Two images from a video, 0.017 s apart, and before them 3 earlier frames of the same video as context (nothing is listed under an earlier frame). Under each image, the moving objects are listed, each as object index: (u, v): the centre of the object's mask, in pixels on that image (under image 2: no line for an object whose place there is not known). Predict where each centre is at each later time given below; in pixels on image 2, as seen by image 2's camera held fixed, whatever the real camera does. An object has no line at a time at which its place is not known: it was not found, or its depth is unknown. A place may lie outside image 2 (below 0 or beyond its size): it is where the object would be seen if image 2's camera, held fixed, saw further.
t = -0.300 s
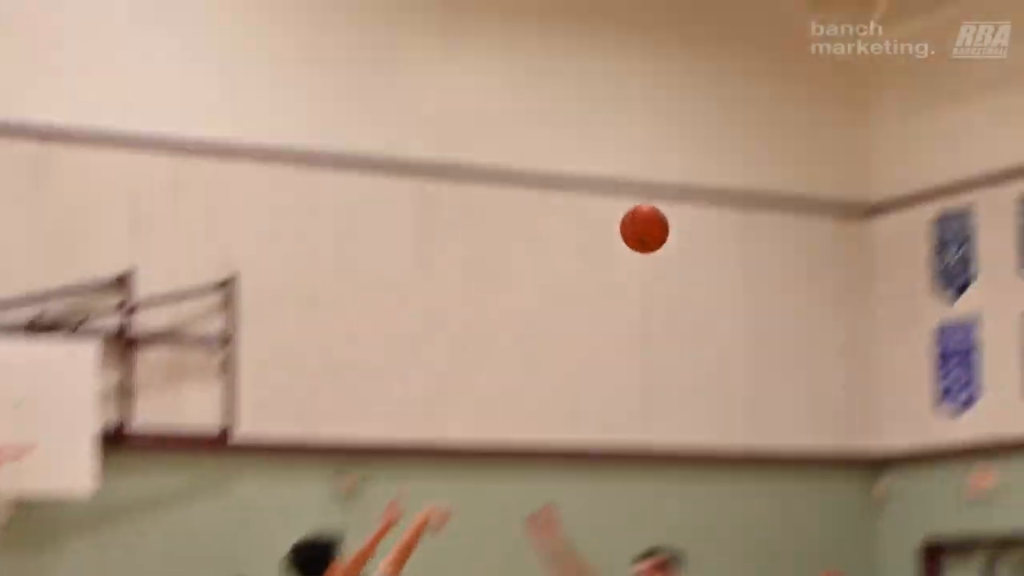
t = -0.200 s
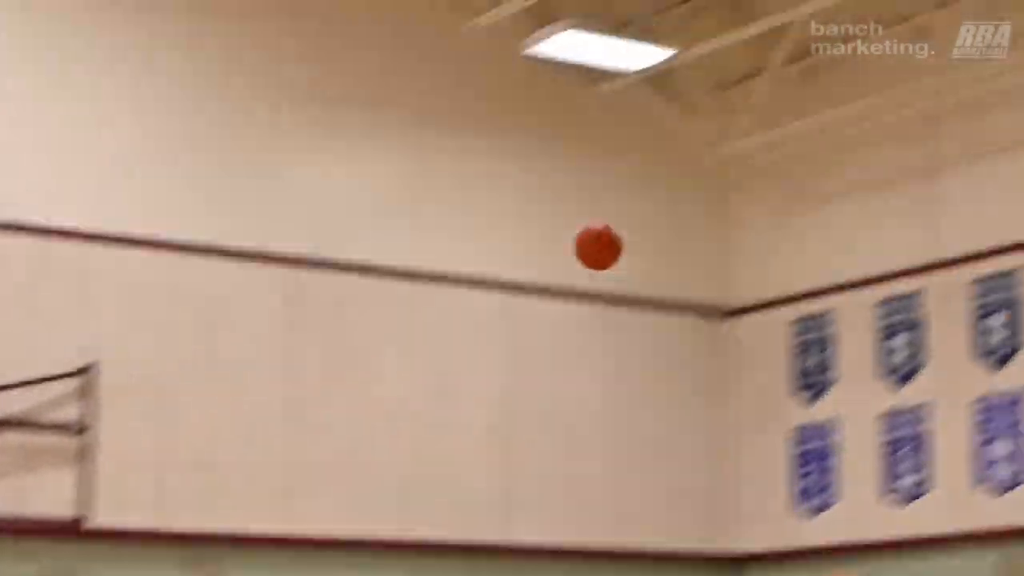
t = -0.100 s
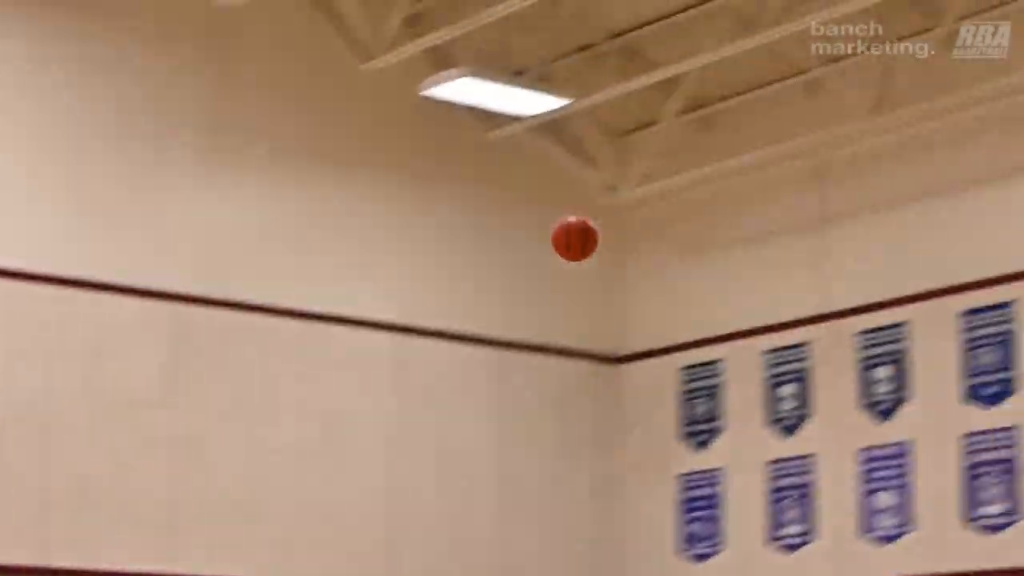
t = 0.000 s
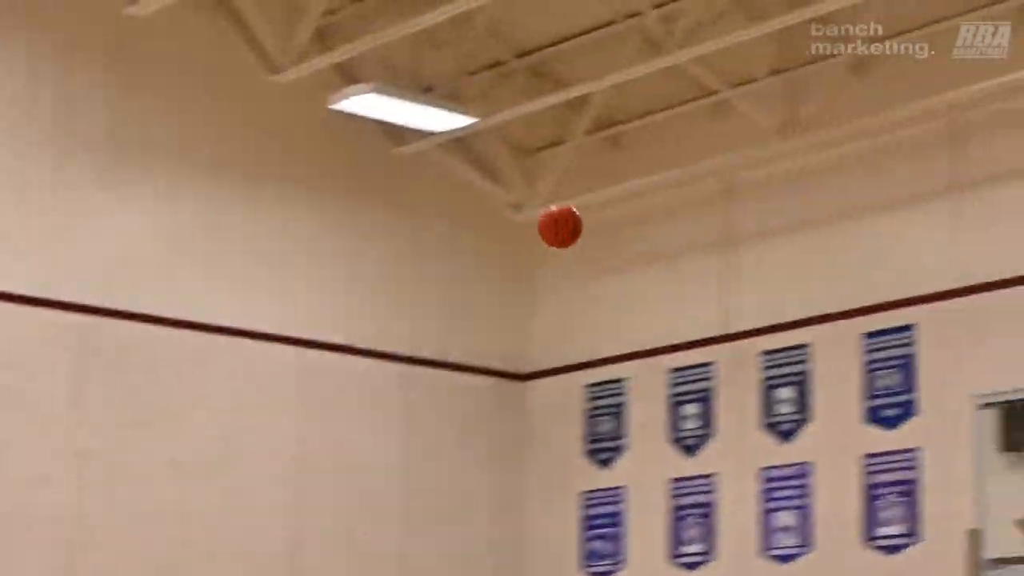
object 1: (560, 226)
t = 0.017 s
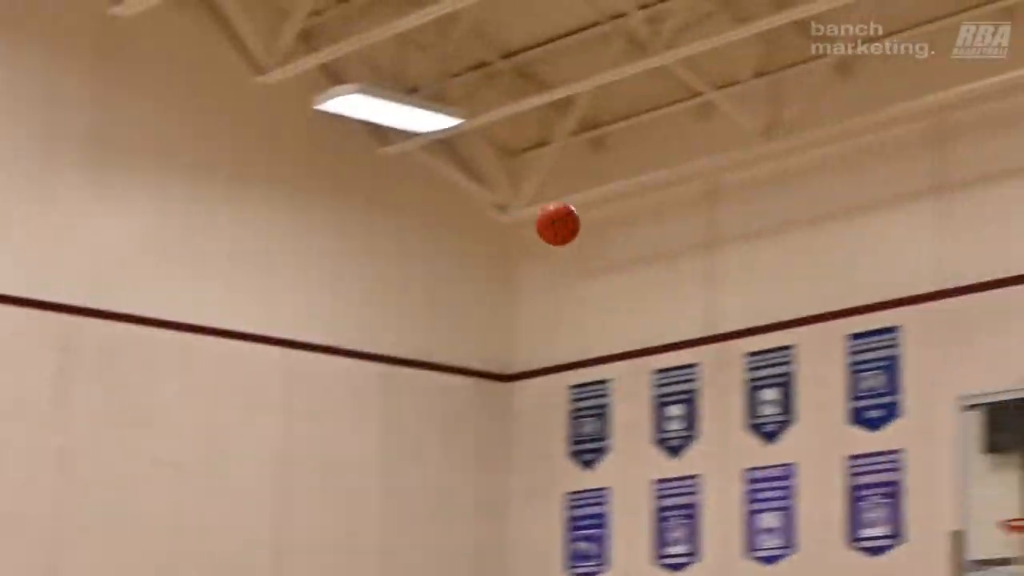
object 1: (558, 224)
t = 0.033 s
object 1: (570, 221)
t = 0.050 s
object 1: (582, 220)
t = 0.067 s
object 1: (595, 218)
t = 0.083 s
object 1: (606, 217)
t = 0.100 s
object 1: (618, 216)
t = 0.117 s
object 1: (630, 216)
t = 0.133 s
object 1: (643, 217)
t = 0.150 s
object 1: (654, 218)
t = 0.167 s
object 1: (665, 219)
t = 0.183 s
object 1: (677, 220)
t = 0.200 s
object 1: (688, 222)
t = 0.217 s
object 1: (700, 226)
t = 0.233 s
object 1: (711, 229)
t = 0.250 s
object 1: (722, 232)
